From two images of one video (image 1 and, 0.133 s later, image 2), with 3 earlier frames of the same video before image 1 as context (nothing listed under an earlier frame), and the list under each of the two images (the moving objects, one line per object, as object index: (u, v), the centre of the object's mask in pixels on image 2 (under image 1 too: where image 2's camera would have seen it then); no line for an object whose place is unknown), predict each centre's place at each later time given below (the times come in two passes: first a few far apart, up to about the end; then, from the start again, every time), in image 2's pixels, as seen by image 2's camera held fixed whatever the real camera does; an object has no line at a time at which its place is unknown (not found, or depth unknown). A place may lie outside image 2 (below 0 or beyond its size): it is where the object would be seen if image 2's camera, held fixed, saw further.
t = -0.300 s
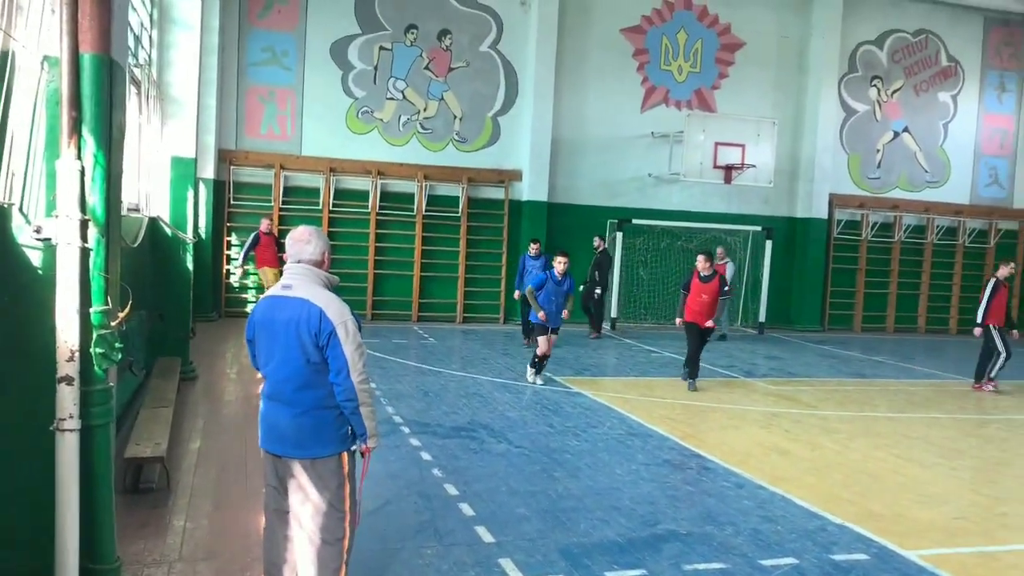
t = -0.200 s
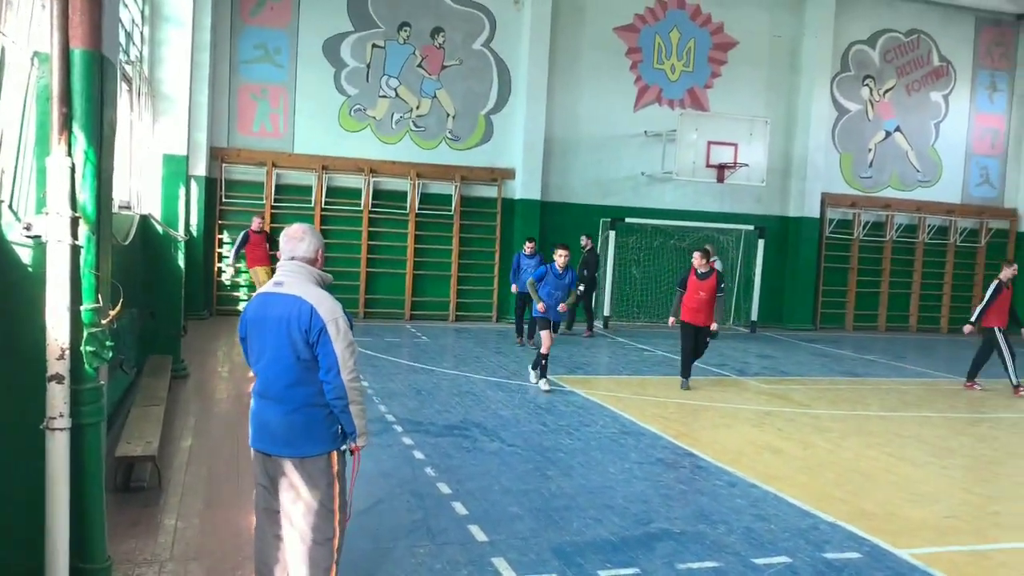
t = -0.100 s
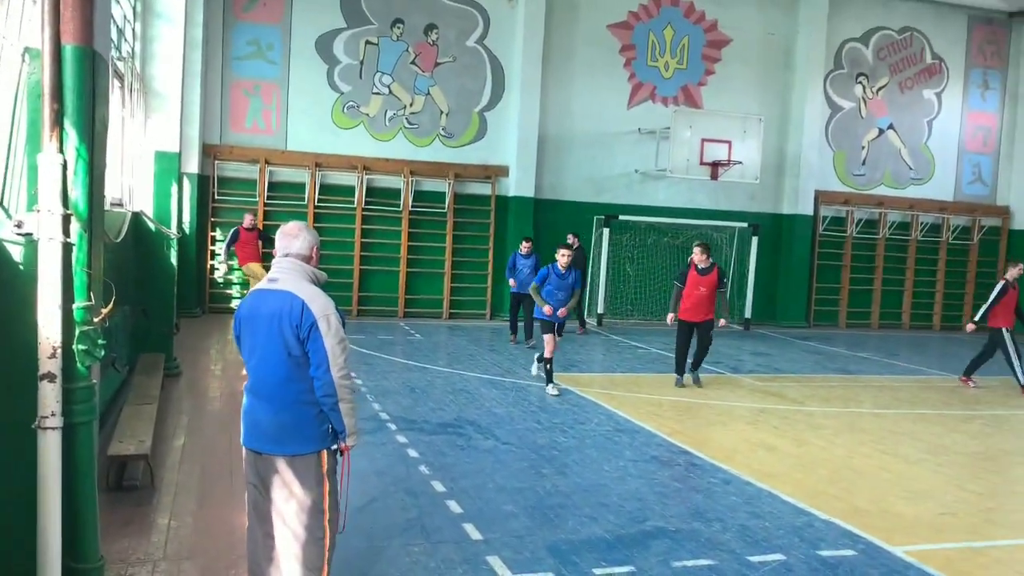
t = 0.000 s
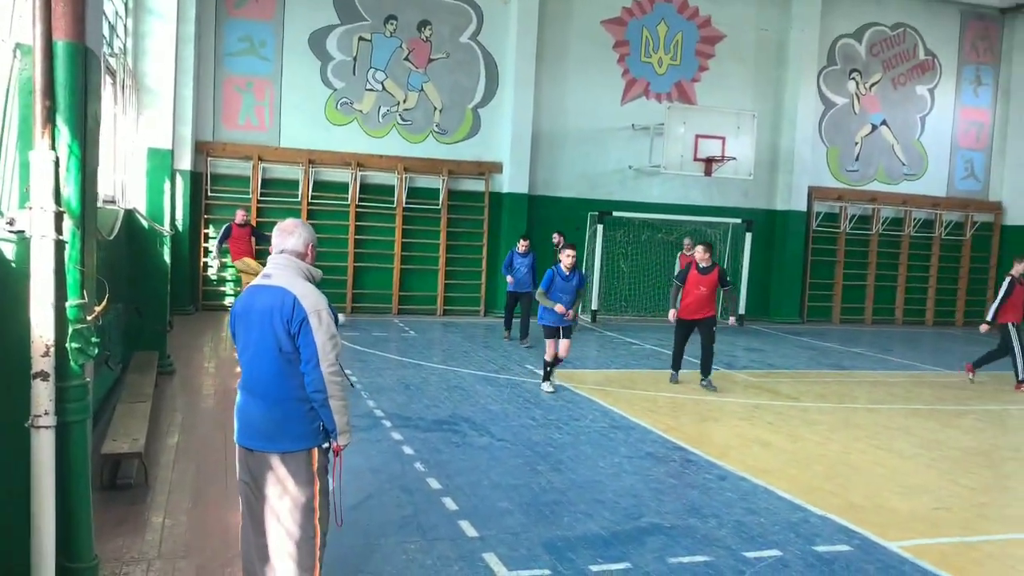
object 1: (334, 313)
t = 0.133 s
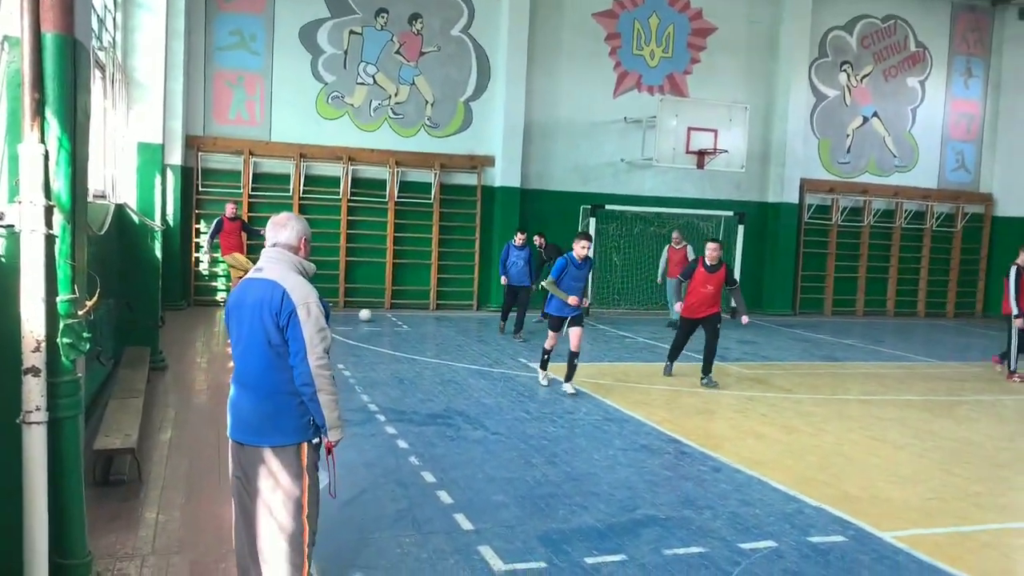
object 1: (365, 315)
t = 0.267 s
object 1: (396, 315)
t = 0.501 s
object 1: (450, 316)
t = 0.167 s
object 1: (373, 315)
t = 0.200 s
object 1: (381, 315)
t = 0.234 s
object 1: (389, 315)
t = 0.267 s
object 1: (396, 315)
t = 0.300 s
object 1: (405, 316)
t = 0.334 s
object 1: (412, 316)
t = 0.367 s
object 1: (420, 316)
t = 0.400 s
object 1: (427, 316)
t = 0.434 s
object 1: (435, 316)
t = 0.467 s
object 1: (442, 316)
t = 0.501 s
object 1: (450, 316)
